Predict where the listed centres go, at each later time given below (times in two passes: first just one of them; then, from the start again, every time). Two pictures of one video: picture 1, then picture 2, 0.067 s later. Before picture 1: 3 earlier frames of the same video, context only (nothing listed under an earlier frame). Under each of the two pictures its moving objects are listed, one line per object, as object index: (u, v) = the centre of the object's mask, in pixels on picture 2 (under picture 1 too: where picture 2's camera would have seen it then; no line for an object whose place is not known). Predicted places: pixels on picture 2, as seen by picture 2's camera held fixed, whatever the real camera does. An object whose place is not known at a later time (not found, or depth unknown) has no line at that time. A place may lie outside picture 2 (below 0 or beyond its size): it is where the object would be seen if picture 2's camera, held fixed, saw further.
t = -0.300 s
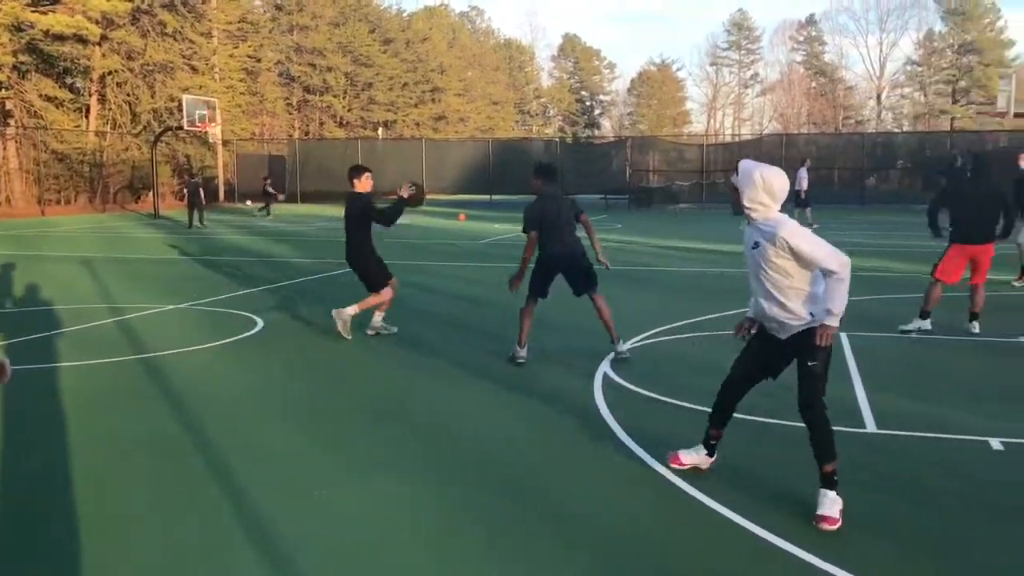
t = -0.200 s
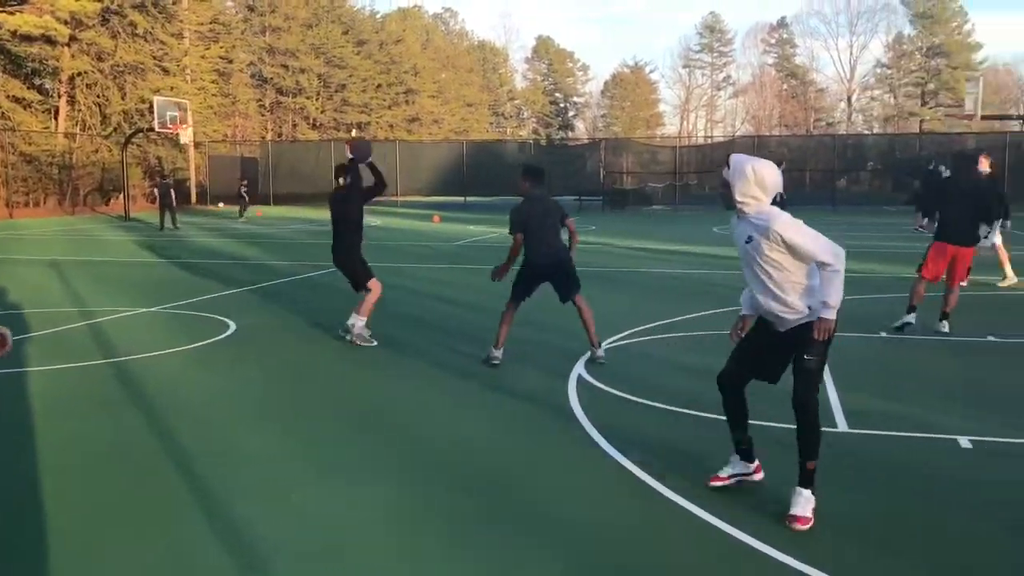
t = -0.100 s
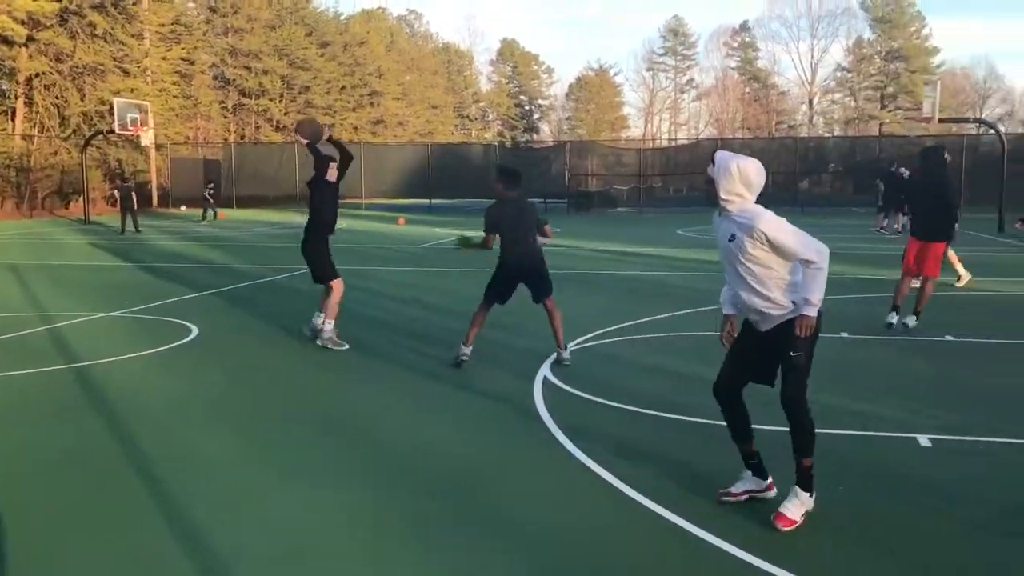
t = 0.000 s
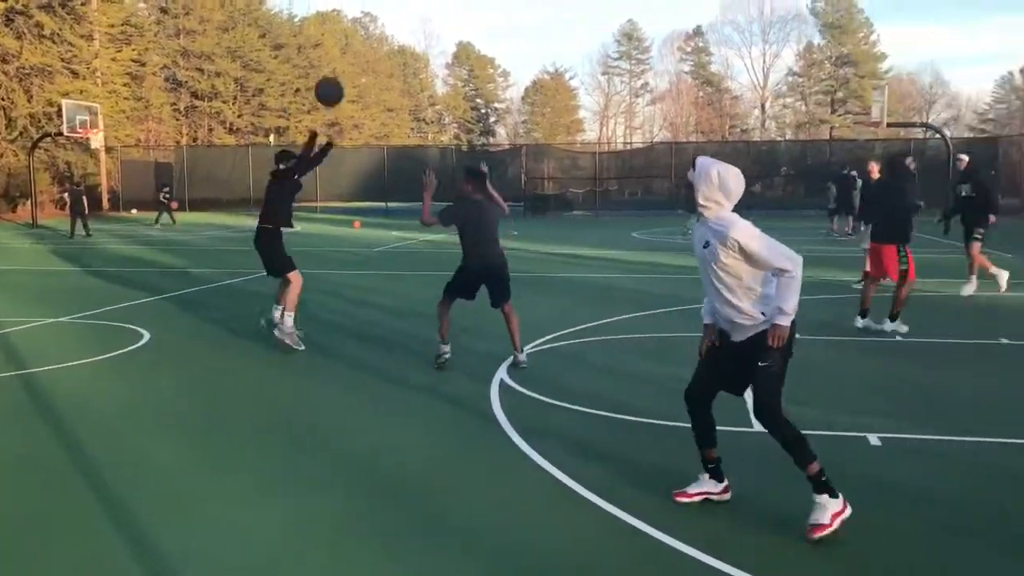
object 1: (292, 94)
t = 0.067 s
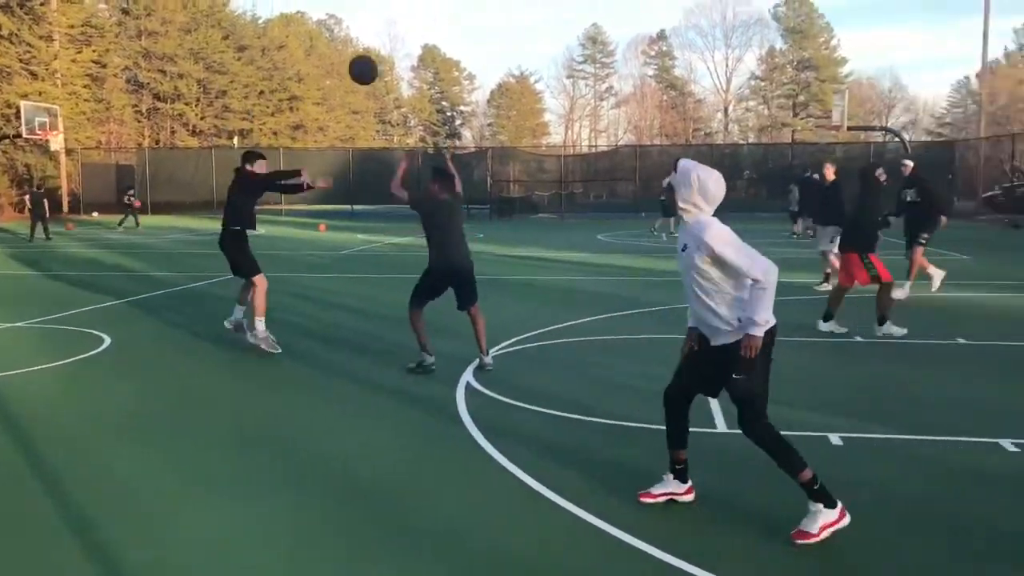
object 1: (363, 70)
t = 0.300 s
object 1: (624, 21)
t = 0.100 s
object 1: (399, 59)
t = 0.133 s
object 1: (436, 50)
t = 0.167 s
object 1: (472, 42)
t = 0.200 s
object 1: (510, 34)
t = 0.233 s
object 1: (548, 29)
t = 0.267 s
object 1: (586, 24)
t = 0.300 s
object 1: (624, 21)
